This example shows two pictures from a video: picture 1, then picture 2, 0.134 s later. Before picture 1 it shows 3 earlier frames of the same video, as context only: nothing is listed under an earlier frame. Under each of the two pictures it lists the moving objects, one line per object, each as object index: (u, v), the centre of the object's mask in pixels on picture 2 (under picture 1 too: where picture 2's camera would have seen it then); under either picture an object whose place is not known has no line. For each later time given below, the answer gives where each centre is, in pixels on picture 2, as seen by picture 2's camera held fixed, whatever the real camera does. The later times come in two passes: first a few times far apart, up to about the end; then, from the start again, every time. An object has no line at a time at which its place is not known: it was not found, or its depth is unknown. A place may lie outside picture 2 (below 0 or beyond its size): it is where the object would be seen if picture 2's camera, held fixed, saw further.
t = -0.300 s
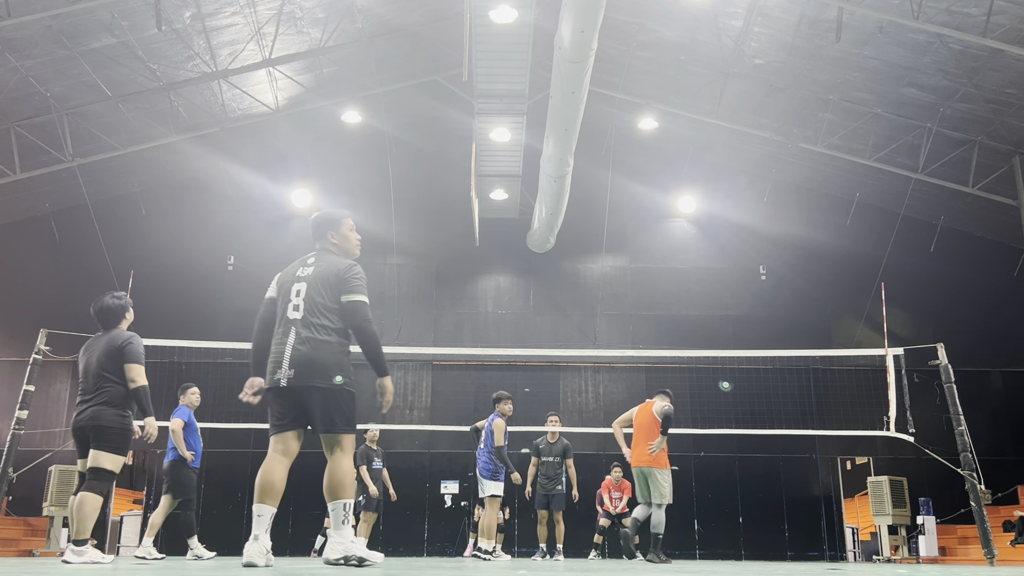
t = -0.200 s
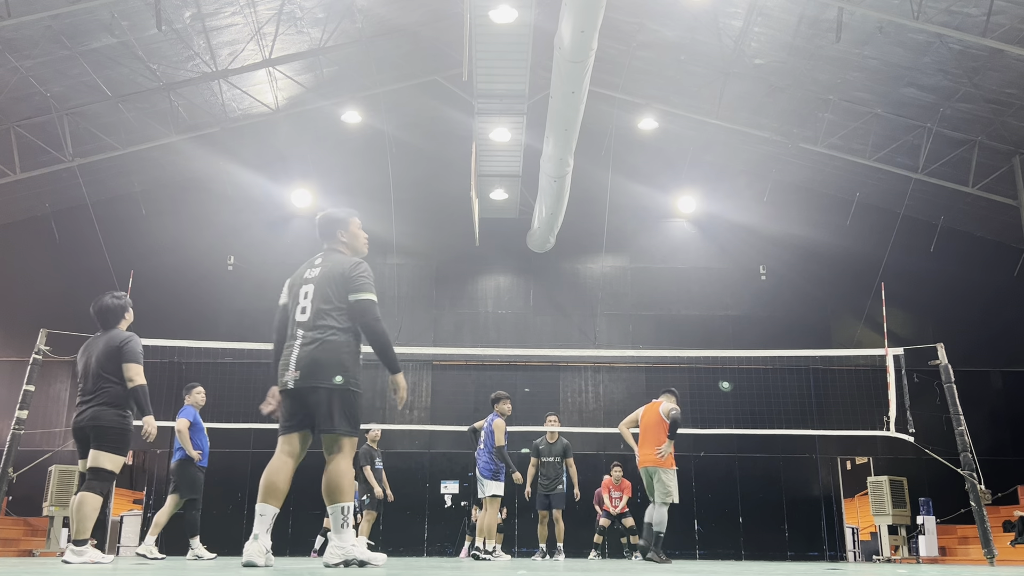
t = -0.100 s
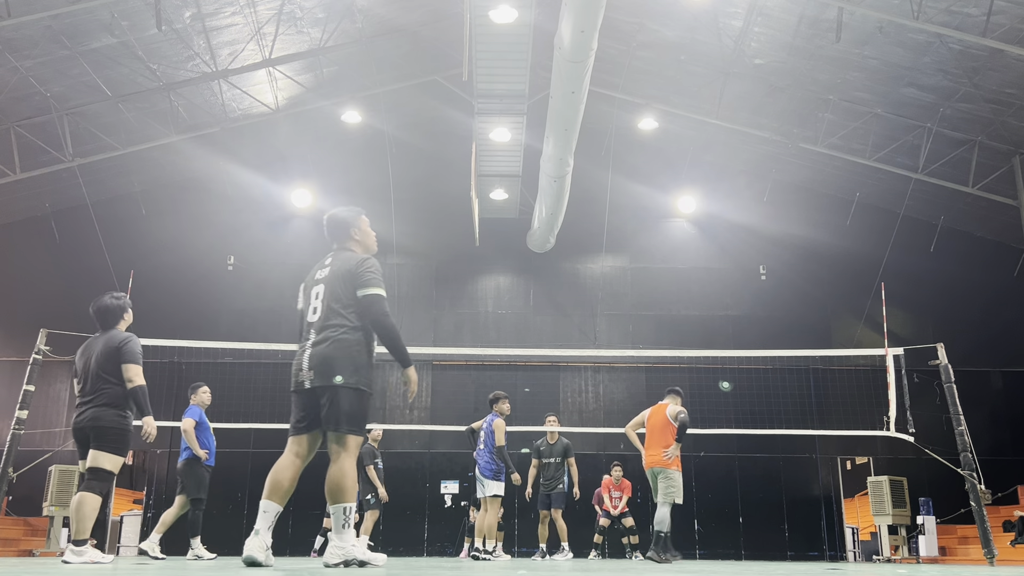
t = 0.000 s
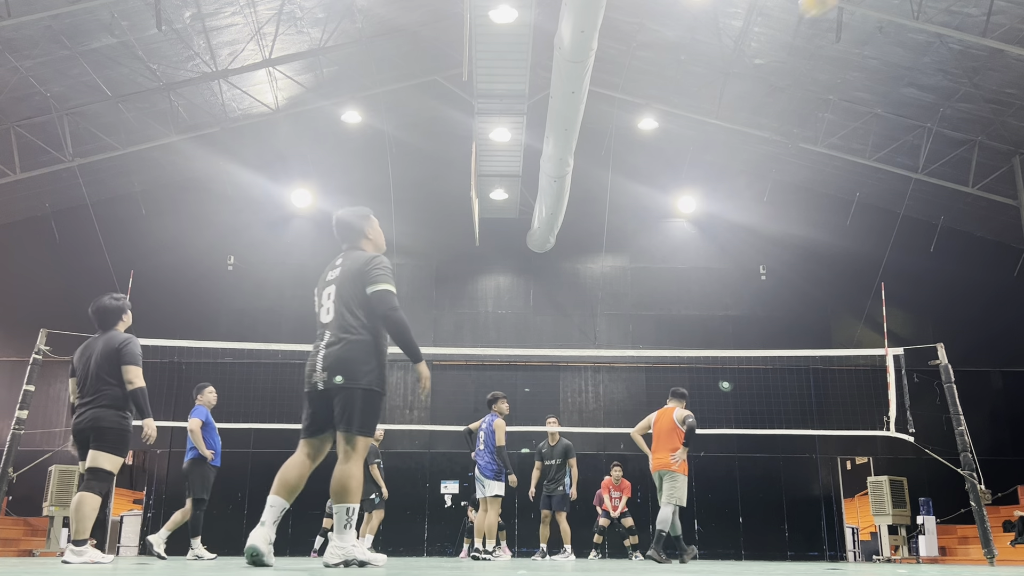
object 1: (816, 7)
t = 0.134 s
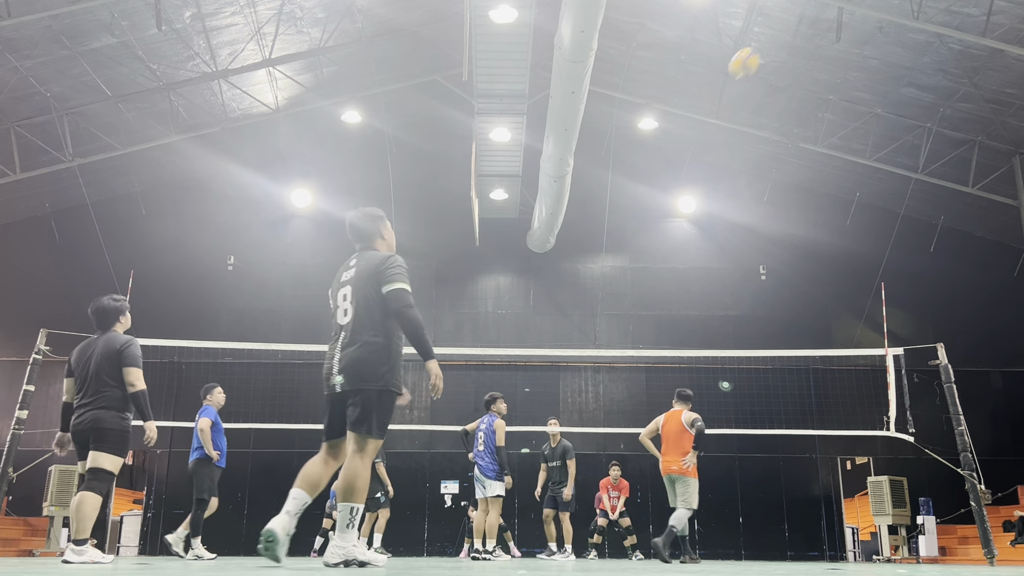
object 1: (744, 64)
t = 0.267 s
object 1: (694, 123)
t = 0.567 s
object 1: (627, 249)
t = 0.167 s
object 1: (730, 78)
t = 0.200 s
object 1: (717, 93)
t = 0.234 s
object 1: (705, 108)
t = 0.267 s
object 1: (694, 123)
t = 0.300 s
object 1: (684, 137)
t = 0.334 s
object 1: (675, 151)
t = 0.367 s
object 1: (666, 165)
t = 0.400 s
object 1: (659, 178)
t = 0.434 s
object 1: (652, 193)
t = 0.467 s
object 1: (645, 207)
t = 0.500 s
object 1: (639, 221)
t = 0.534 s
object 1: (632, 236)
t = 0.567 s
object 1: (627, 249)
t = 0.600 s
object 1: (622, 263)
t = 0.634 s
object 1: (617, 277)
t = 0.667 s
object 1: (612, 292)
